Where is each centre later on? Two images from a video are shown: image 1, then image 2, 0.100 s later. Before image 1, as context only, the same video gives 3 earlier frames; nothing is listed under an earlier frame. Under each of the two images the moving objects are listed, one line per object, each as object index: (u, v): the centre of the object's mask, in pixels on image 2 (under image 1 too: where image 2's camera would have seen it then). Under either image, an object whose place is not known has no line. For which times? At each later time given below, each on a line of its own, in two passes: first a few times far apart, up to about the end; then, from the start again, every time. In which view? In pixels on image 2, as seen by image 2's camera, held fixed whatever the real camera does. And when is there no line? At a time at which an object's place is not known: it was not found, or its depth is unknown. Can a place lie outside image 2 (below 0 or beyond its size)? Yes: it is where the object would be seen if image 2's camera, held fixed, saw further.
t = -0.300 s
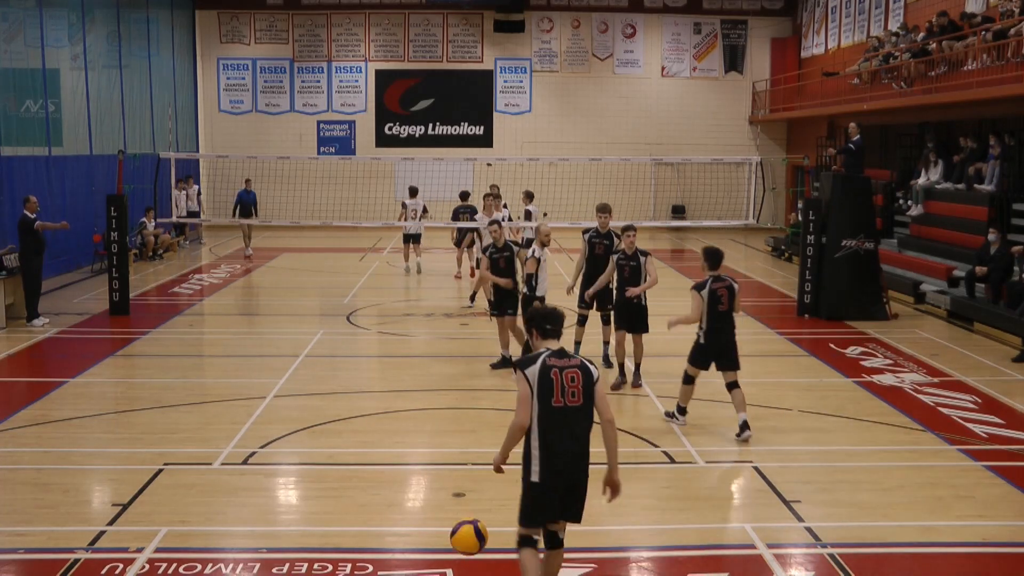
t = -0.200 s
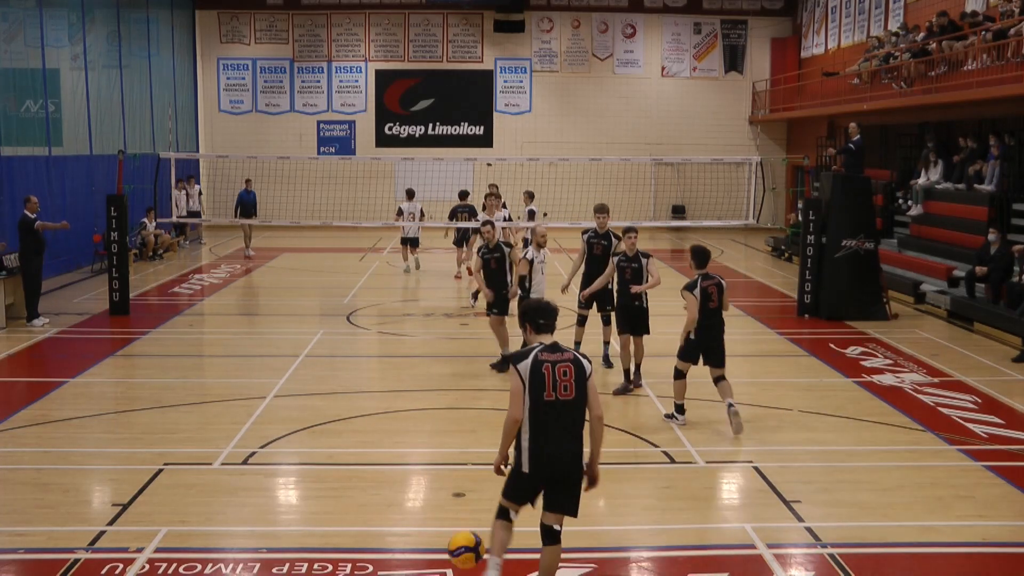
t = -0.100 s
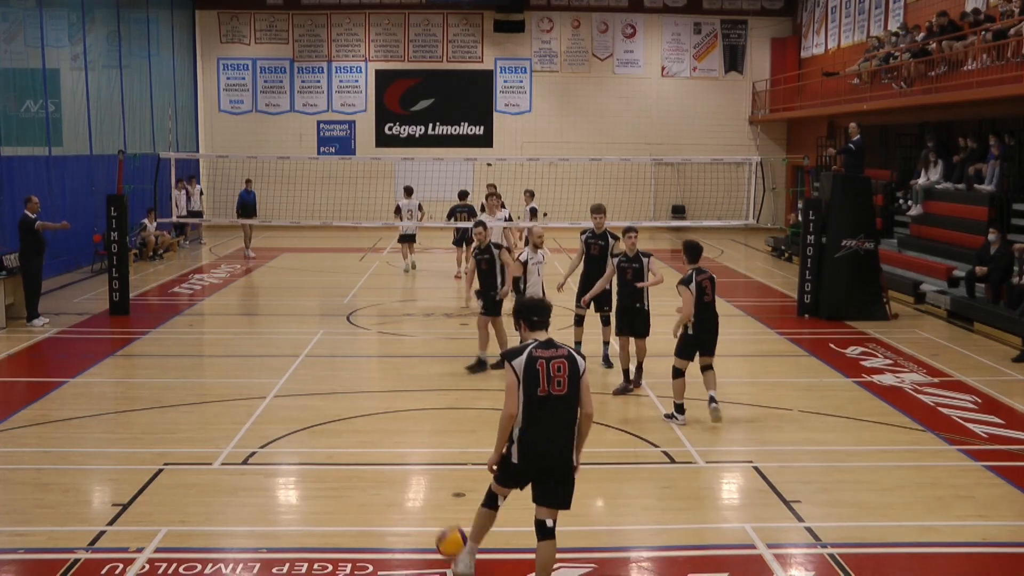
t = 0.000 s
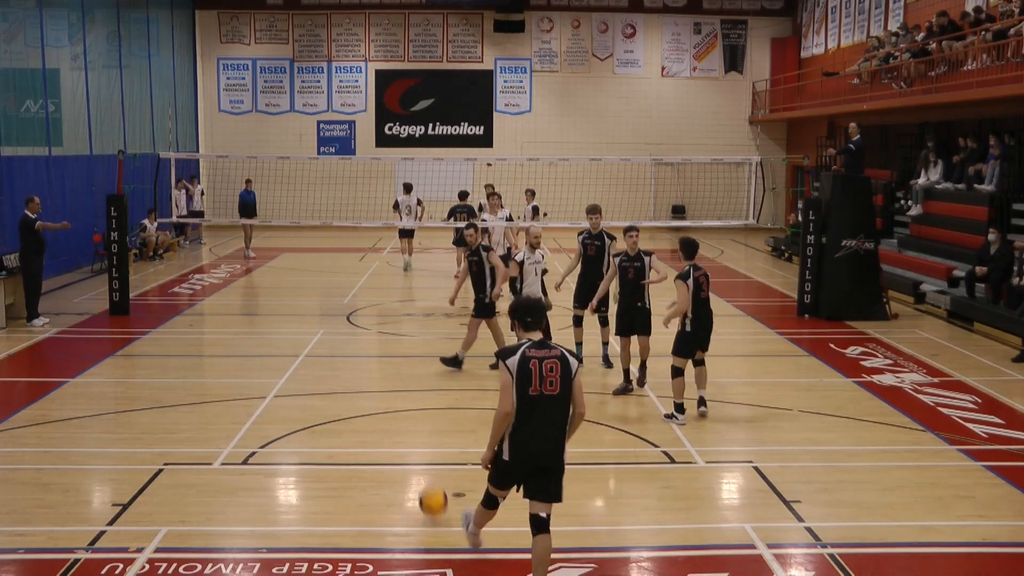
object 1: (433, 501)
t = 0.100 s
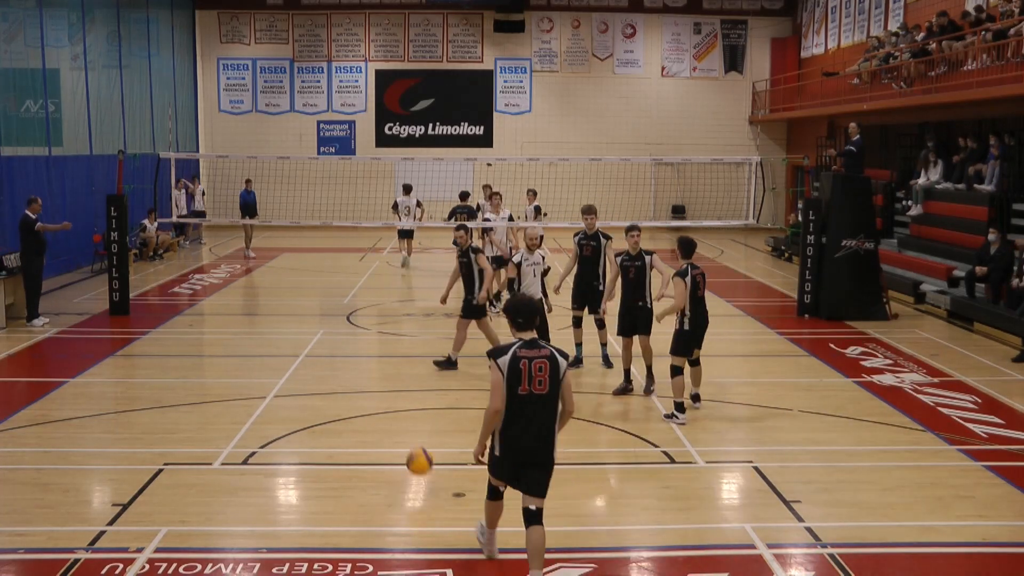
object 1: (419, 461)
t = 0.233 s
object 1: (405, 435)
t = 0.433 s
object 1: (388, 401)
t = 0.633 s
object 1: (376, 388)
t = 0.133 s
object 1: (415, 452)
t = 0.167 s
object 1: (412, 445)
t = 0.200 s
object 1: (408, 439)
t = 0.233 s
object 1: (405, 435)
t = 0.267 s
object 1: (402, 433)
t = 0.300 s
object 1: (398, 431)
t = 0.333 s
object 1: (396, 427)
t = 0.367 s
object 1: (393, 416)
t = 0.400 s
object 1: (391, 408)
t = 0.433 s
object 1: (388, 401)
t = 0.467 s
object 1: (386, 396)
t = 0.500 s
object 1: (384, 391)
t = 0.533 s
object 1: (382, 388)
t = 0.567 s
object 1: (380, 388)
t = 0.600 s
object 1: (377, 387)
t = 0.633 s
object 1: (376, 388)
